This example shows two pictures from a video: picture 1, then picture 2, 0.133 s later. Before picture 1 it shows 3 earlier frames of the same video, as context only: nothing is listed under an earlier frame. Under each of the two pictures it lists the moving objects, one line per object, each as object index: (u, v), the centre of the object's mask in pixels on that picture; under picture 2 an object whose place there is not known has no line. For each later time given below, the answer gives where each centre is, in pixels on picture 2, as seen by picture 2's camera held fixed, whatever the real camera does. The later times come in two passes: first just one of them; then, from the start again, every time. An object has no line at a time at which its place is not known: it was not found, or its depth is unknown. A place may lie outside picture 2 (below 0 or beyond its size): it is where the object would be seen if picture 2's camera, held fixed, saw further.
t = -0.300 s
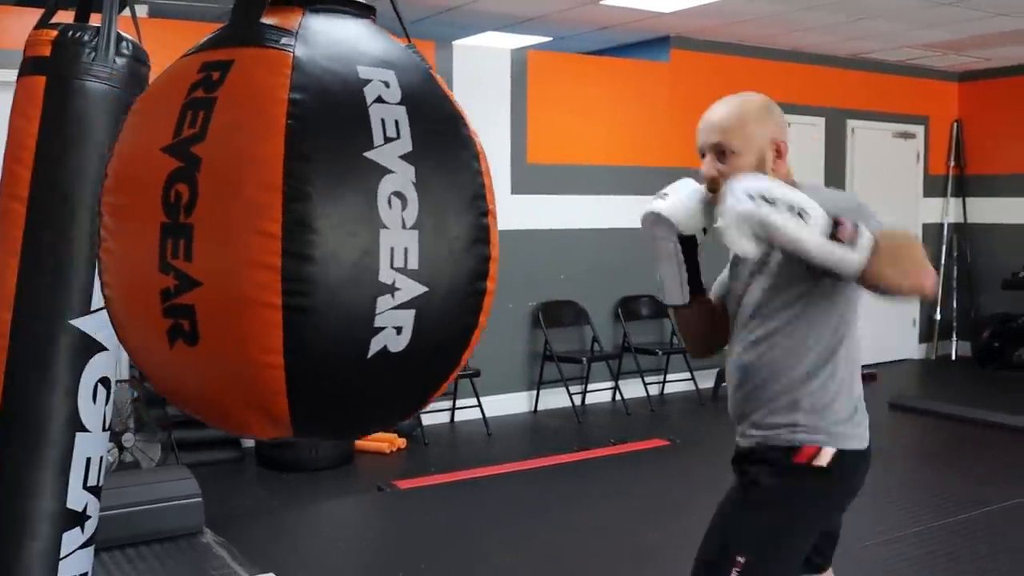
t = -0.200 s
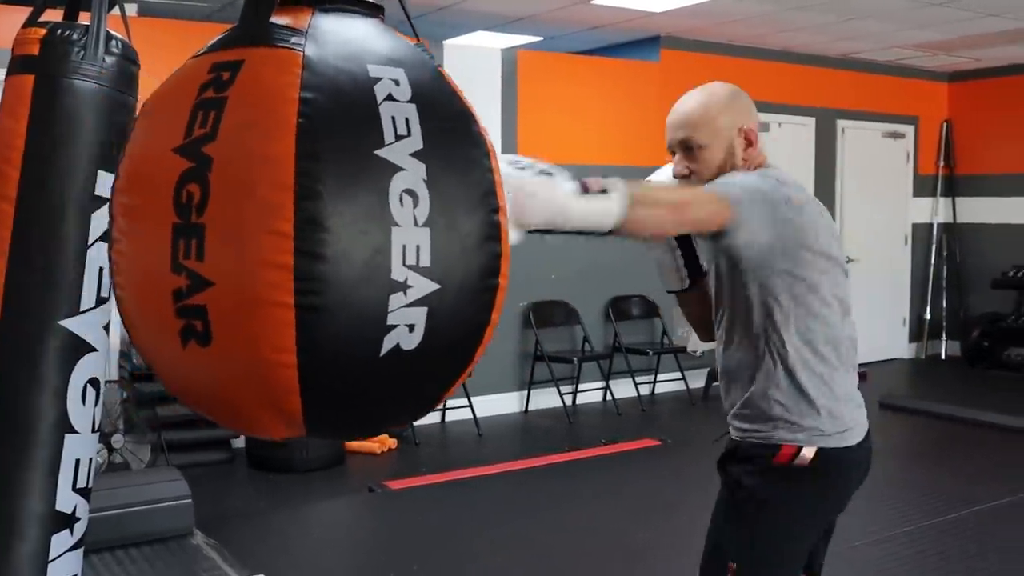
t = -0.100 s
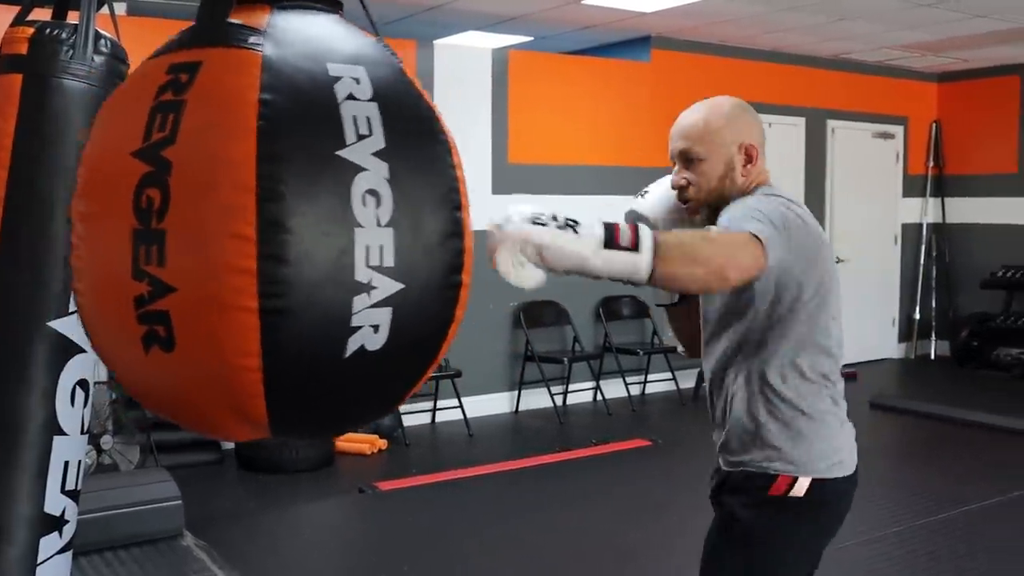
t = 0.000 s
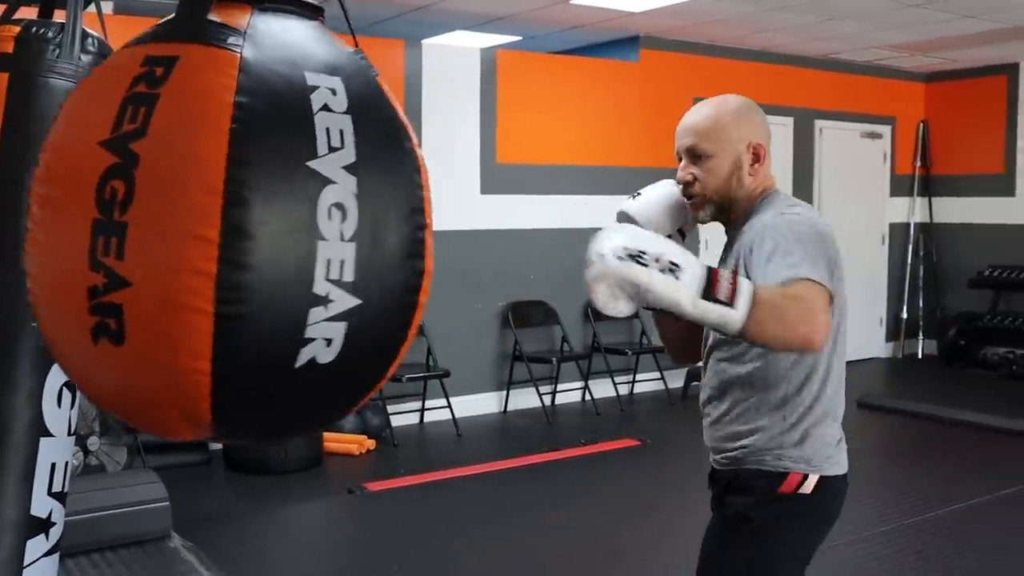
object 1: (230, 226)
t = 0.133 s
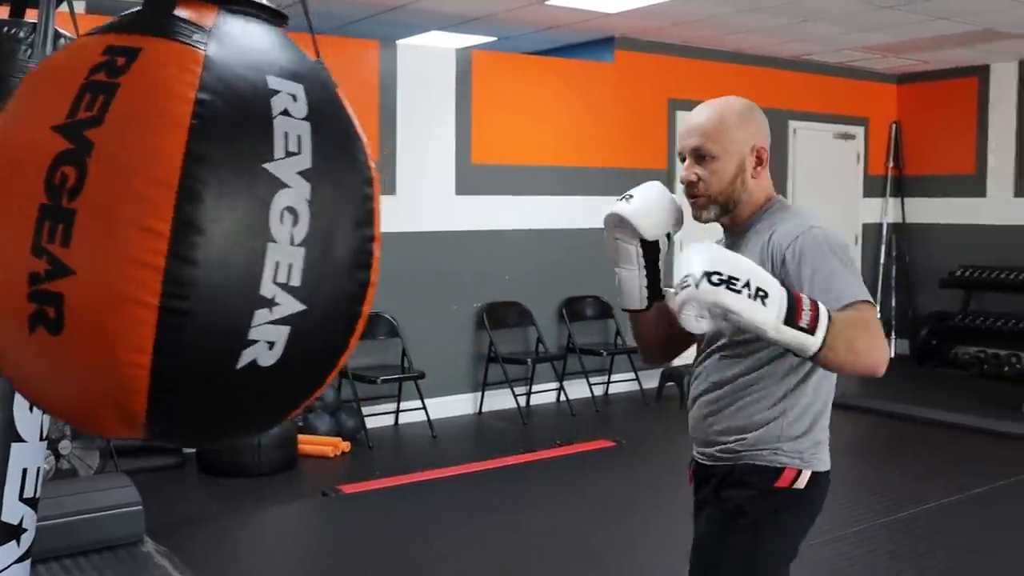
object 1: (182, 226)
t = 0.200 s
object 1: (188, 224)
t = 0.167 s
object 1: (184, 226)
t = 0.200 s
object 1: (188, 224)
